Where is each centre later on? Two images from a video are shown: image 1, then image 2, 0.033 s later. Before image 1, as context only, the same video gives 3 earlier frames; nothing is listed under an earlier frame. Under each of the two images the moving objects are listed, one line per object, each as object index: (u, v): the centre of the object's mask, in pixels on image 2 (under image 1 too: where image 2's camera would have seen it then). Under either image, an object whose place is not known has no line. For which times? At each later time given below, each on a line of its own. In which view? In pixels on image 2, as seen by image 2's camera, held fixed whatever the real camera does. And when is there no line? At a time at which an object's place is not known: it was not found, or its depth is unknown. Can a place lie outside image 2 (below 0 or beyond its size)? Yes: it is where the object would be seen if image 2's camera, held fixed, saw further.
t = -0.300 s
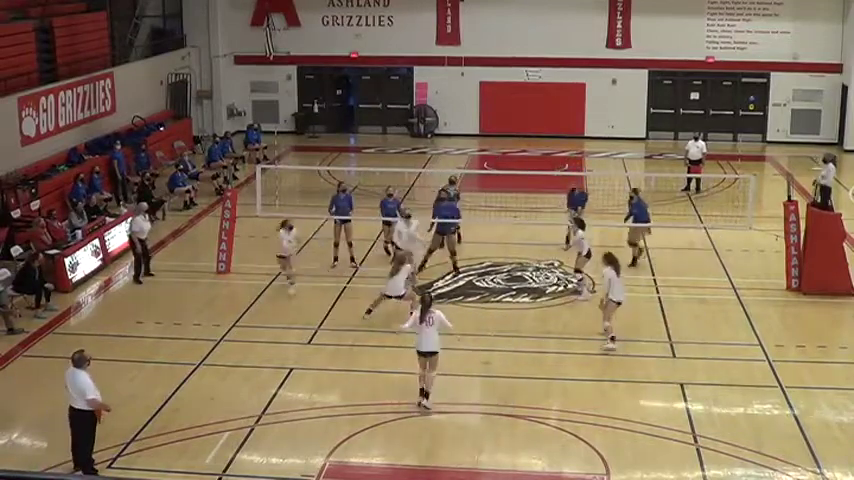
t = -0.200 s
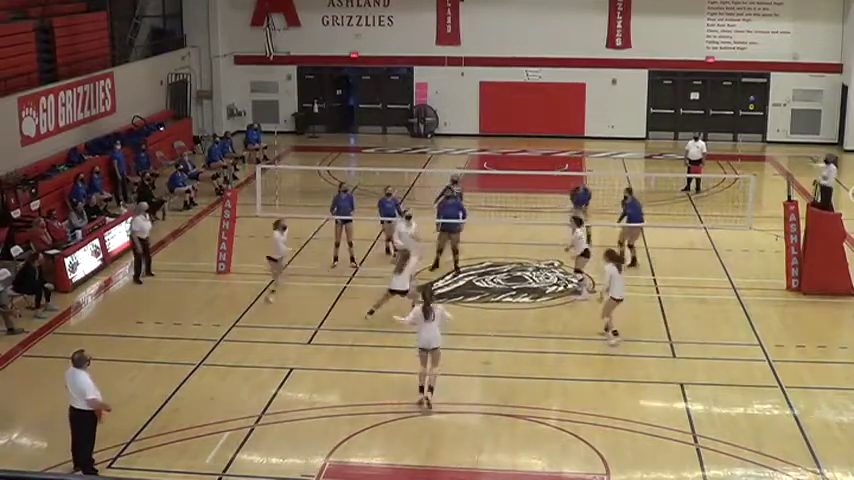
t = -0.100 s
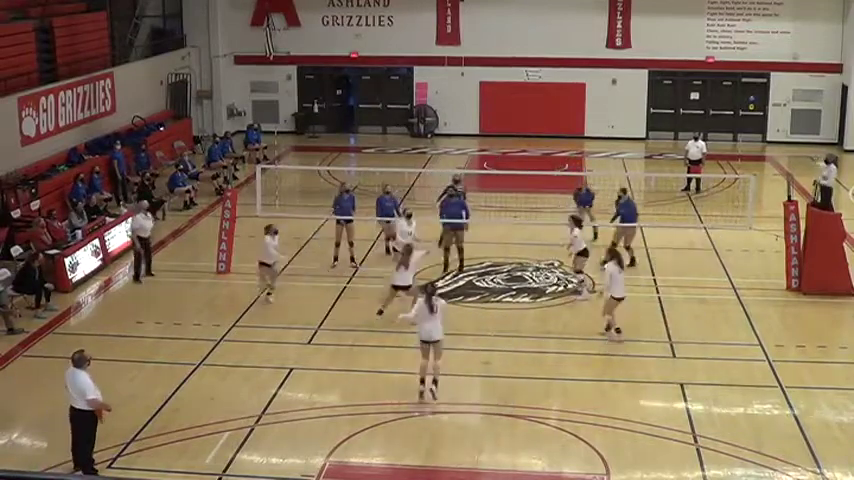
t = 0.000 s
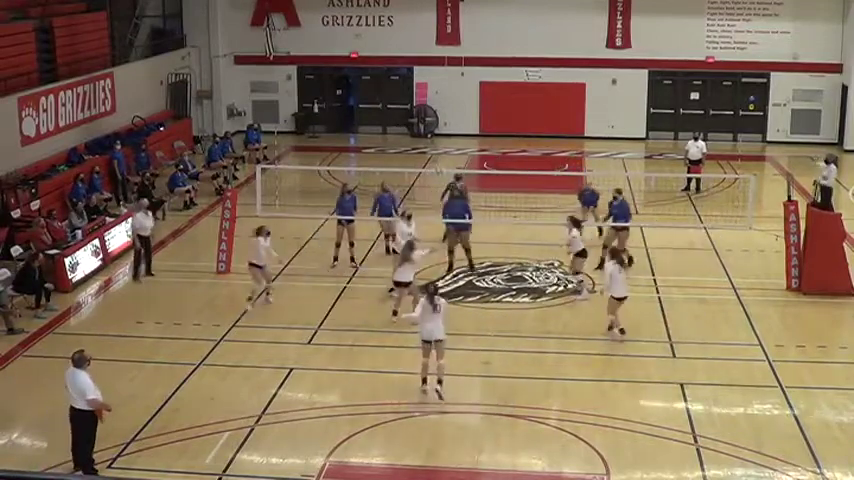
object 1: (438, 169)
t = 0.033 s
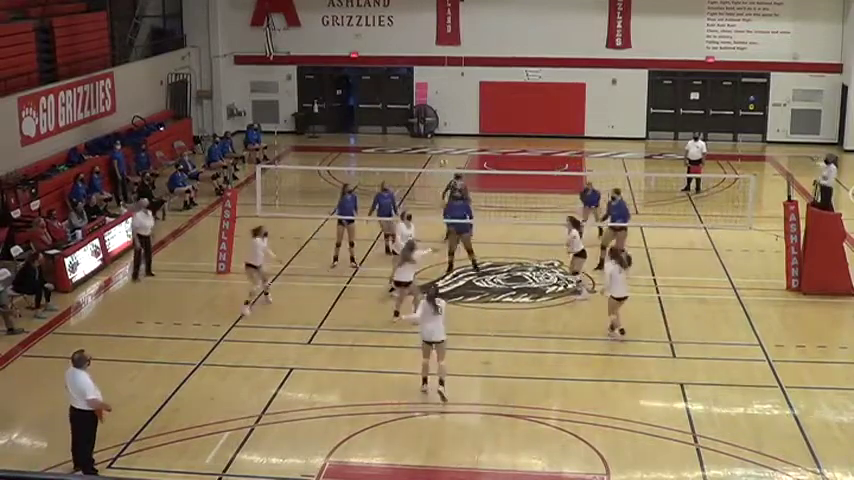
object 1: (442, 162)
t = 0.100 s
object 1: (450, 146)
